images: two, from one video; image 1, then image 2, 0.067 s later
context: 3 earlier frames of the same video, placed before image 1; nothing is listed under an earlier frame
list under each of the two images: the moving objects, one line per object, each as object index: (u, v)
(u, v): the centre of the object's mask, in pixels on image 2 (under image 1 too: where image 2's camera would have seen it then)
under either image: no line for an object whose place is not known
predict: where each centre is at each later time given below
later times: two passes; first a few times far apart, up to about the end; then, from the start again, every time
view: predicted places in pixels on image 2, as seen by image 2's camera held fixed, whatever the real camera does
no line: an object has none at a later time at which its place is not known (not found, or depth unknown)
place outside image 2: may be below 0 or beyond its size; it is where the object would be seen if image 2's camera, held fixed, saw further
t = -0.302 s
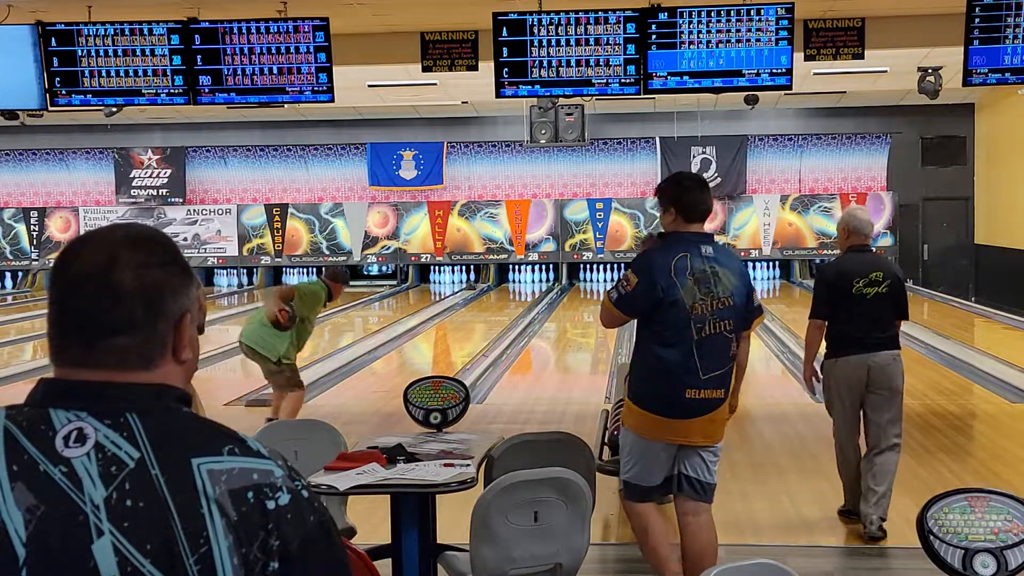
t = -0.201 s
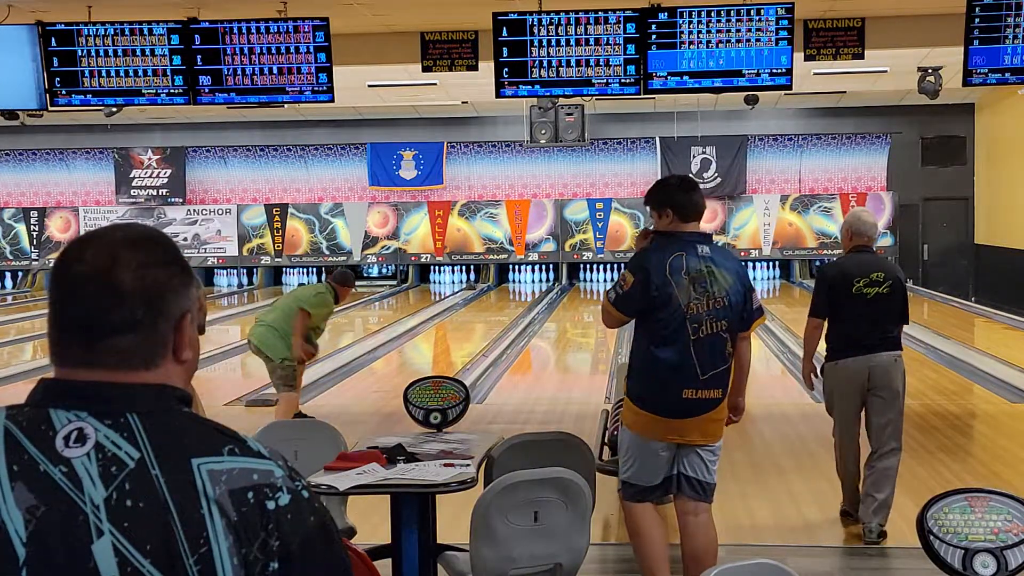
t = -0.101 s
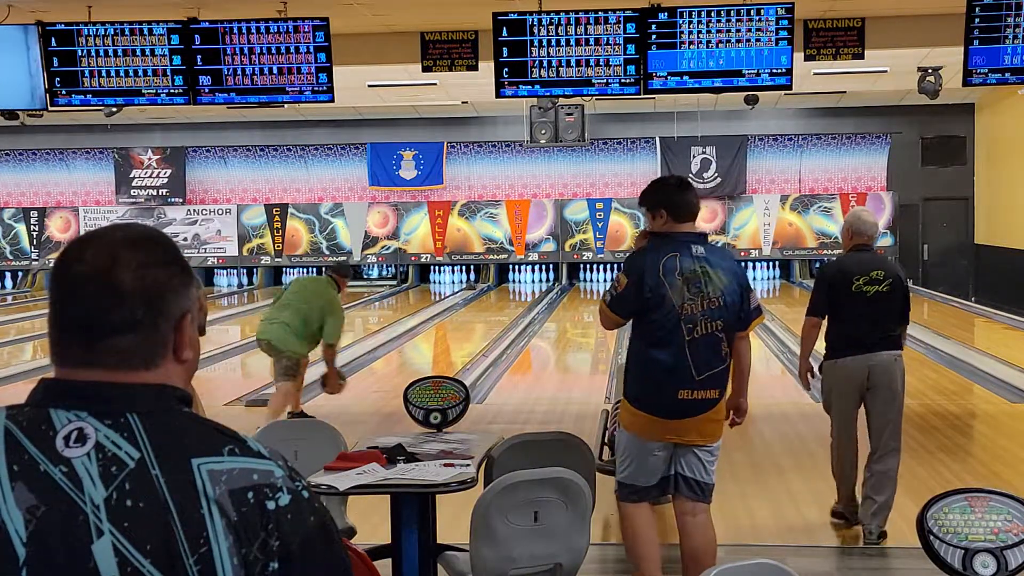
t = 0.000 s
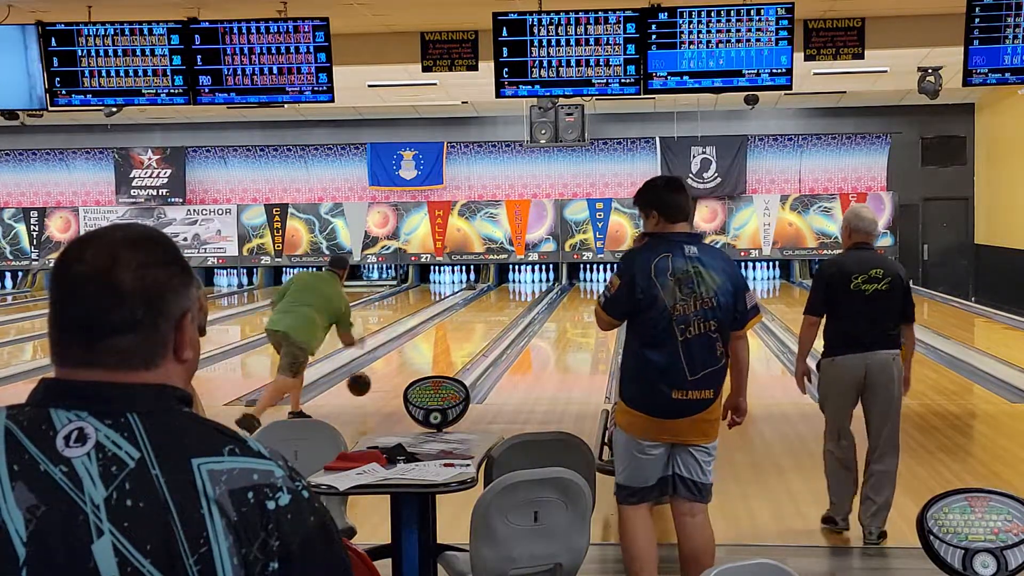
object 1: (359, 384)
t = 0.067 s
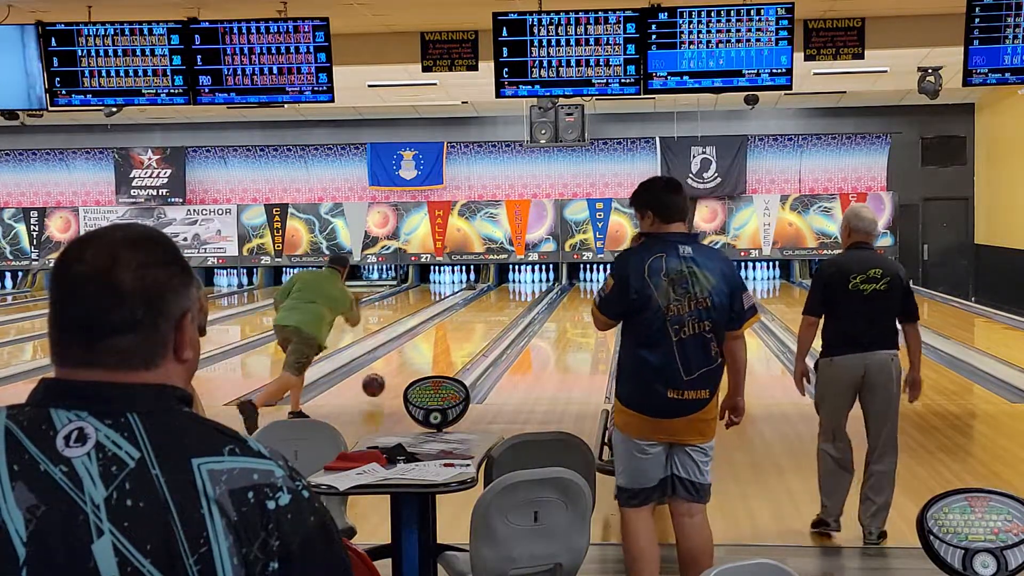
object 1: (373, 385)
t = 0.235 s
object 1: (403, 371)
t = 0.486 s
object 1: (437, 349)
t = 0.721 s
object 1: (461, 333)
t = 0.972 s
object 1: (481, 320)
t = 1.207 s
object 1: (497, 309)
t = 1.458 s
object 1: (509, 300)
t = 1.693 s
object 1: (518, 293)
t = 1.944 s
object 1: (525, 287)
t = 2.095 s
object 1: (529, 284)
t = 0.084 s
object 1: (377, 386)
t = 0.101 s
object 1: (380, 386)
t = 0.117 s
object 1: (384, 383)
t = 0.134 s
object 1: (386, 381)
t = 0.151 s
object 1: (389, 379)
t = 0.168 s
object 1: (392, 377)
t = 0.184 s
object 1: (395, 376)
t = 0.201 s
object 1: (398, 375)
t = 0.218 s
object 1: (401, 373)
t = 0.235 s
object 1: (403, 371)
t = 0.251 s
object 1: (406, 370)
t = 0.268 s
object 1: (408, 368)
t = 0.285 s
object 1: (411, 366)
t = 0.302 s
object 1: (413, 365)
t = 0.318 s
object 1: (416, 363)
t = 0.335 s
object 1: (418, 361)
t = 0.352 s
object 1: (420, 360)
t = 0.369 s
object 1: (423, 359)
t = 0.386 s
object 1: (425, 357)
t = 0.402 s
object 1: (427, 356)
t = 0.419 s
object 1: (429, 354)
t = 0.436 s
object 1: (431, 353)
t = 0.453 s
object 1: (433, 351)
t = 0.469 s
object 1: (435, 350)
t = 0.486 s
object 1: (437, 349)
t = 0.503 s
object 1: (439, 348)
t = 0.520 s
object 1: (441, 347)
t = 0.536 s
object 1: (443, 346)
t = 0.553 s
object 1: (444, 344)
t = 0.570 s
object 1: (447, 343)
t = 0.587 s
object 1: (448, 342)
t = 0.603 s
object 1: (450, 341)
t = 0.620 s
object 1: (452, 339)
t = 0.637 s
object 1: (454, 338)
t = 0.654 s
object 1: (455, 337)
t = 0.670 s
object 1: (457, 336)
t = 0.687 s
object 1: (458, 335)
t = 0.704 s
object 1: (460, 334)
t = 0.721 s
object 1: (461, 333)
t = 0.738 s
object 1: (463, 332)
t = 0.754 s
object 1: (464, 331)
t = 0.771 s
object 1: (466, 330)
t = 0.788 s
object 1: (467, 329)
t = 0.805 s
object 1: (468, 329)
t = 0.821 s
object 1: (470, 328)
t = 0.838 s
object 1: (471, 327)
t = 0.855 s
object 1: (472, 326)
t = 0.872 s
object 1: (474, 325)
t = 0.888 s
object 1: (475, 324)
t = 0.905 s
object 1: (477, 323)
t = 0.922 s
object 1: (478, 322)
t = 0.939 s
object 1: (479, 321)
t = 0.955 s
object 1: (480, 320)
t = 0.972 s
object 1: (481, 320)
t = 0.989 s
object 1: (483, 319)
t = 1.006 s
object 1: (484, 318)
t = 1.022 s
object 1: (485, 317)
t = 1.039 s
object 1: (486, 316)
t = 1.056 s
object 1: (487, 316)
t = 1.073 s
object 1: (488, 315)
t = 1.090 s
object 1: (489, 314)
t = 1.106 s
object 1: (490, 313)
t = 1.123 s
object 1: (491, 313)
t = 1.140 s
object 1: (492, 313)
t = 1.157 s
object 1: (493, 312)
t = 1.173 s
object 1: (494, 310)
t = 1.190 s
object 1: (496, 309)
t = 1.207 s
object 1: (497, 309)
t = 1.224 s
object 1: (497, 308)
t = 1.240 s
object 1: (498, 308)
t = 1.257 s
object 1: (499, 307)
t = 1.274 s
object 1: (500, 306)
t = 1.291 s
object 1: (501, 306)
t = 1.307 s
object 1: (502, 306)
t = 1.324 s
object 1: (503, 305)
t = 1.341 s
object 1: (503, 304)
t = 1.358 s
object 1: (504, 304)
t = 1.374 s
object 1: (505, 303)
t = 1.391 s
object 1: (506, 303)
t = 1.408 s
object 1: (507, 302)
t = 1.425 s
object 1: (507, 301)
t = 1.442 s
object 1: (508, 301)
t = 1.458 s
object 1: (509, 300)
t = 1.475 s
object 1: (509, 300)
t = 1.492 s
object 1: (510, 299)
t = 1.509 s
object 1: (512, 298)
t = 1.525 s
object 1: (512, 298)
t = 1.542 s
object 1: (513, 297)
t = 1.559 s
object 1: (514, 297)
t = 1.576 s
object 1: (514, 296)
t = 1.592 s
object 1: (515, 295)
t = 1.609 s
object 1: (515, 295)
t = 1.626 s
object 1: (516, 295)
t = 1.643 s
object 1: (516, 294)
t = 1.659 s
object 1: (517, 294)
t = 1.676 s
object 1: (517, 293)
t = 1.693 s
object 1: (518, 293)
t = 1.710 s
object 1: (519, 292)
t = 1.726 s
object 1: (519, 292)
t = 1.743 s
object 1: (520, 292)
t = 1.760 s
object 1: (521, 291)
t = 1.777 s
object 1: (521, 291)
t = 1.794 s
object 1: (522, 291)
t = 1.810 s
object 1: (522, 290)
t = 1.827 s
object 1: (523, 290)
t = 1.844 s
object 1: (523, 289)
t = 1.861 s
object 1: (523, 289)
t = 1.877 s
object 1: (524, 288)
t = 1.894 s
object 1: (524, 288)
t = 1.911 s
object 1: (525, 288)
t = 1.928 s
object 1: (525, 288)
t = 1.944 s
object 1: (525, 287)
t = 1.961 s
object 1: (526, 287)
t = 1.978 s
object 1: (526, 286)
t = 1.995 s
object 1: (527, 286)
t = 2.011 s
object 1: (527, 285)
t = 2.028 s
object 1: (527, 285)
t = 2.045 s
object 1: (528, 284)
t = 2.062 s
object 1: (528, 284)
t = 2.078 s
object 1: (528, 284)
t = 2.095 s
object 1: (529, 284)
